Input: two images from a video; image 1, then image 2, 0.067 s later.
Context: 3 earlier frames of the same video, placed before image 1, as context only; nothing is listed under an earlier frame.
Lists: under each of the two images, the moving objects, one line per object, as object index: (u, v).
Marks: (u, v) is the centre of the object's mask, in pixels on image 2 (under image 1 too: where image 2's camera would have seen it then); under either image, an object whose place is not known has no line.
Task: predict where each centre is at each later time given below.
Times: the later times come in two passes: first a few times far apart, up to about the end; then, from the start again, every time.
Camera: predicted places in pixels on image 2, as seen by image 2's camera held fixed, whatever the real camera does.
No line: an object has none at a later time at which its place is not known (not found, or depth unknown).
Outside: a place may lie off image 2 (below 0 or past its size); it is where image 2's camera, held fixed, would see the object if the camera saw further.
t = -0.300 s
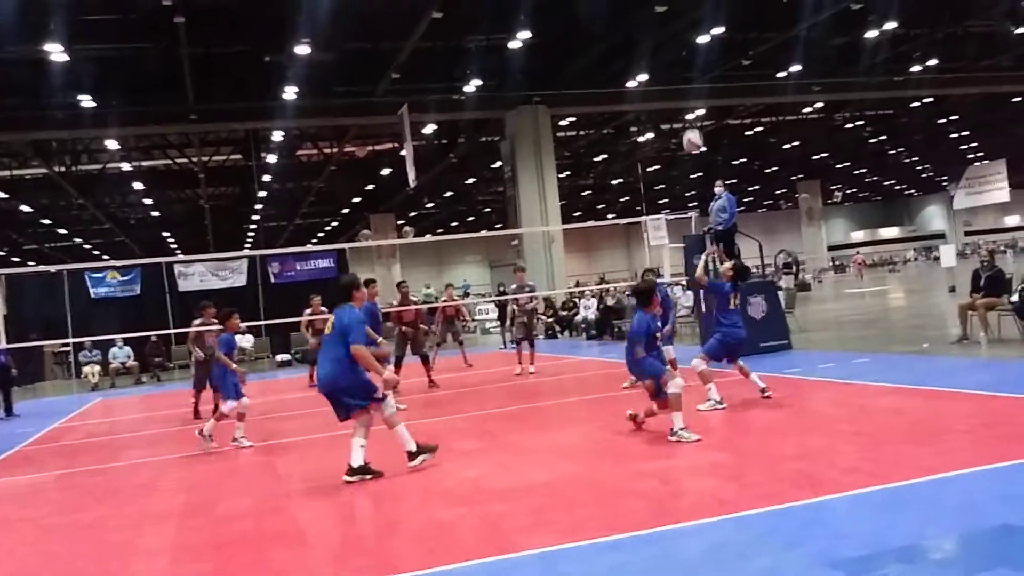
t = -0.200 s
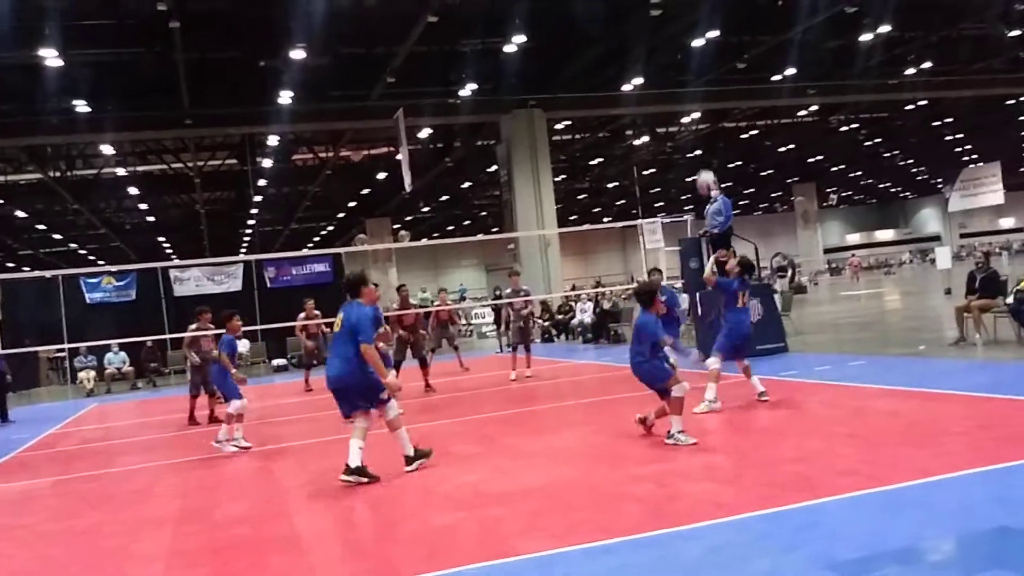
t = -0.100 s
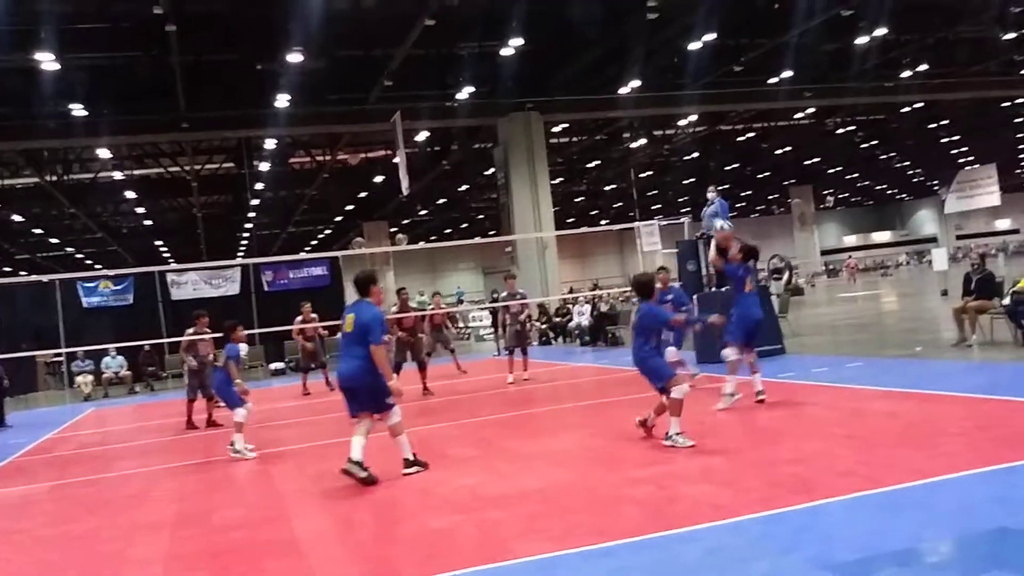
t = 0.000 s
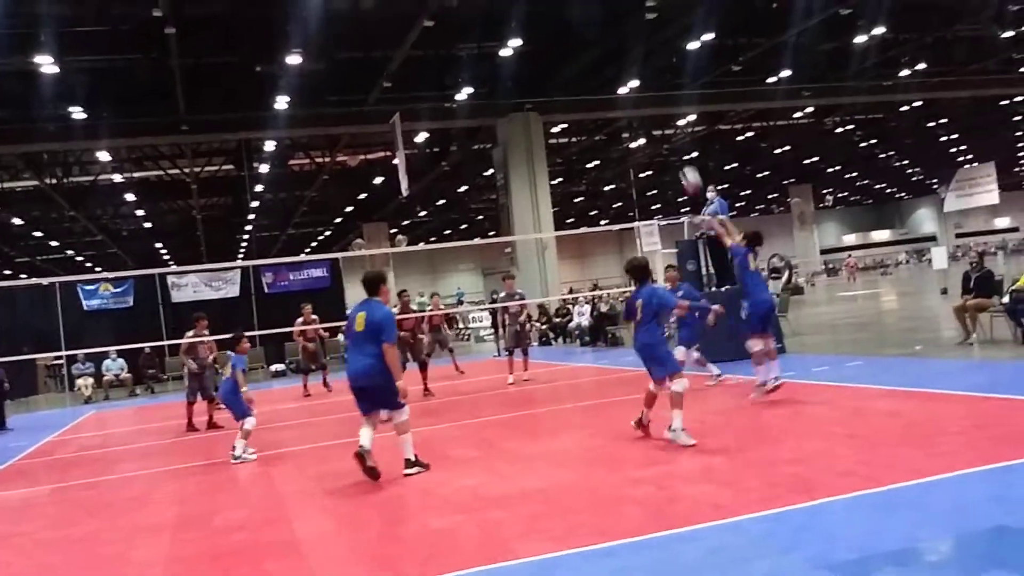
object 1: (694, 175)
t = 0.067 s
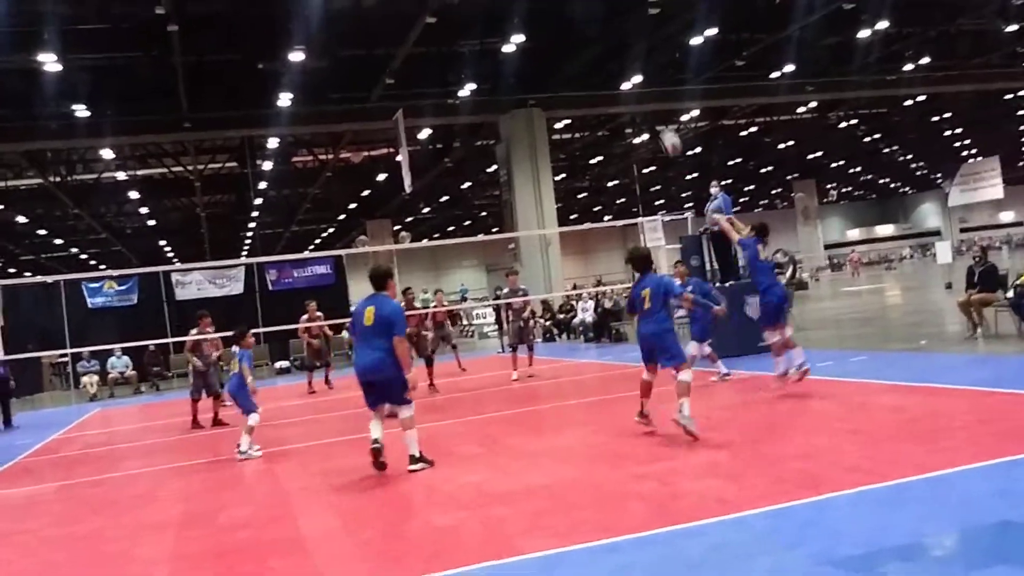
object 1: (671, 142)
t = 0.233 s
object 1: (618, 84)
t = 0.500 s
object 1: (555, 50)
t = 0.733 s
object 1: (515, 67)
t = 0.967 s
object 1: (486, 117)
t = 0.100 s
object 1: (660, 127)
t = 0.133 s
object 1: (648, 115)
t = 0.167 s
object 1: (638, 104)
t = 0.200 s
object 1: (628, 92)
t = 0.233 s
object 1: (618, 84)
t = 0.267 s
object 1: (609, 77)
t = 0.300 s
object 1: (600, 70)
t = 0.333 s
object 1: (592, 64)
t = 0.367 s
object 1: (584, 60)
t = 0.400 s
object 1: (576, 57)
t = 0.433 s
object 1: (569, 53)
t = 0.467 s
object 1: (561, 51)
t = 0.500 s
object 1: (555, 50)
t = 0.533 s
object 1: (548, 50)
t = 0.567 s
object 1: (542, 51)
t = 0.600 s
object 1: (536, 53)
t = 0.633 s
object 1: (530, 56)
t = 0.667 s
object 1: (525, 59)
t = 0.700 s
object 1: (520, 63)
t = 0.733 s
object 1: (515, 67)
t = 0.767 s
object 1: (510, 73)
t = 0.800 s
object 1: (506, 79)
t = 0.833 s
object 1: (502, 85)
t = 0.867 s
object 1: (498, 92)
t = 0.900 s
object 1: (494, 100)
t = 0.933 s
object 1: (490, 108)
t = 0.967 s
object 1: (486, 117)
